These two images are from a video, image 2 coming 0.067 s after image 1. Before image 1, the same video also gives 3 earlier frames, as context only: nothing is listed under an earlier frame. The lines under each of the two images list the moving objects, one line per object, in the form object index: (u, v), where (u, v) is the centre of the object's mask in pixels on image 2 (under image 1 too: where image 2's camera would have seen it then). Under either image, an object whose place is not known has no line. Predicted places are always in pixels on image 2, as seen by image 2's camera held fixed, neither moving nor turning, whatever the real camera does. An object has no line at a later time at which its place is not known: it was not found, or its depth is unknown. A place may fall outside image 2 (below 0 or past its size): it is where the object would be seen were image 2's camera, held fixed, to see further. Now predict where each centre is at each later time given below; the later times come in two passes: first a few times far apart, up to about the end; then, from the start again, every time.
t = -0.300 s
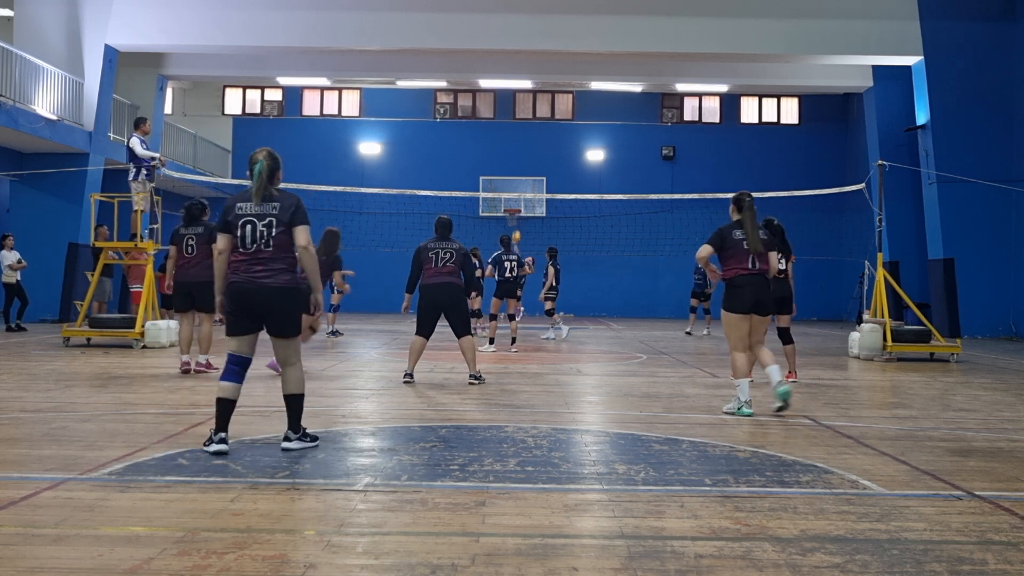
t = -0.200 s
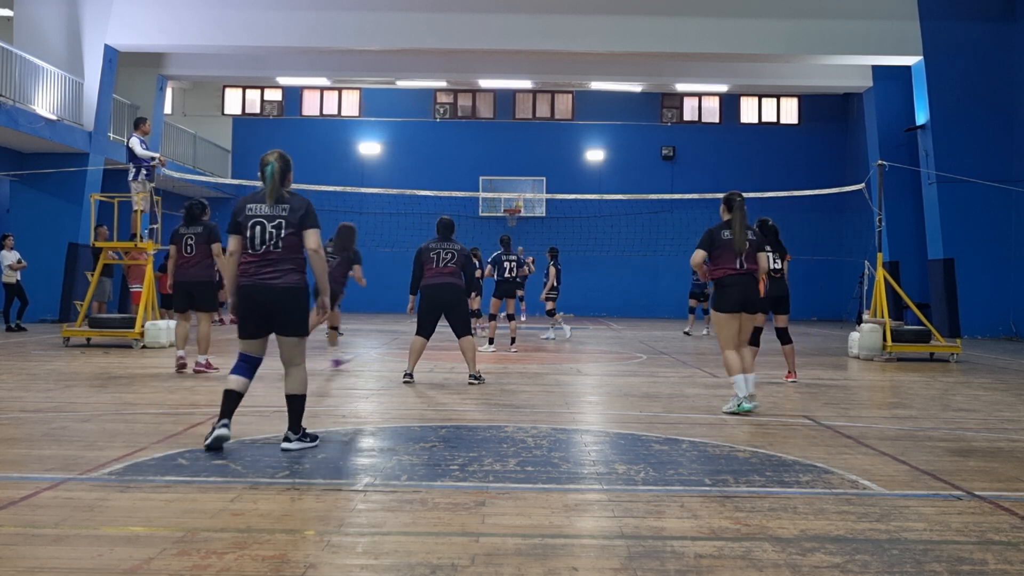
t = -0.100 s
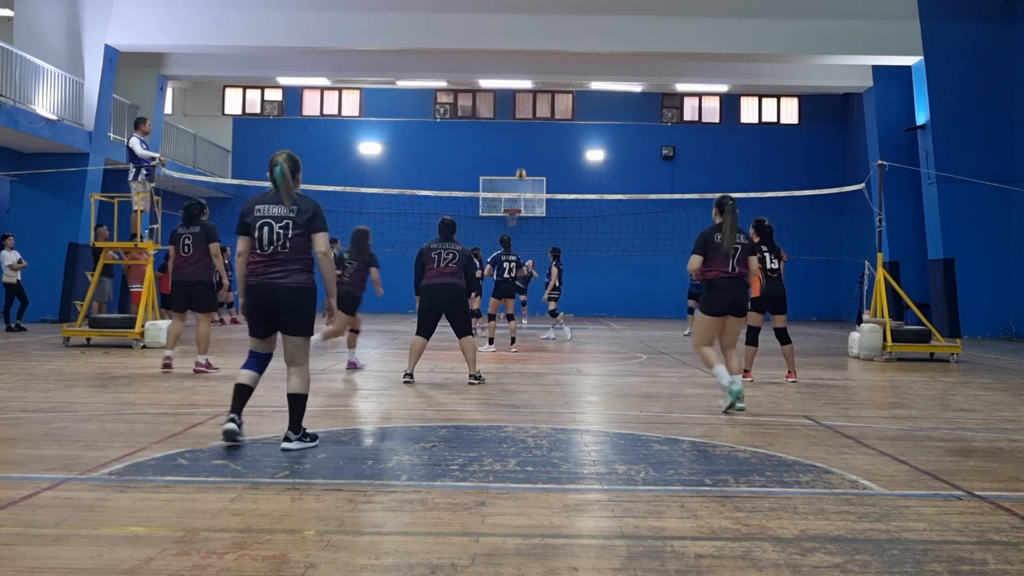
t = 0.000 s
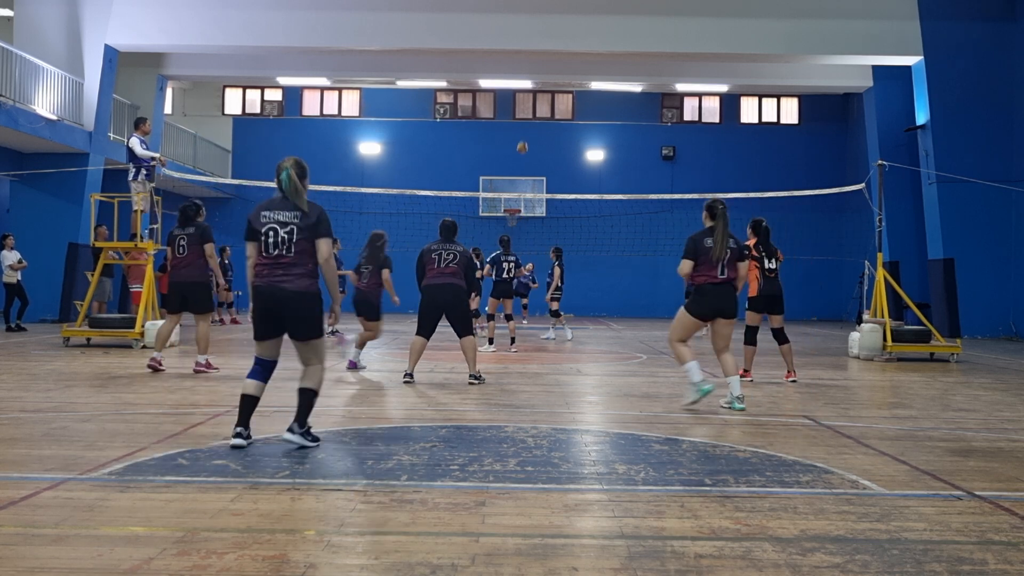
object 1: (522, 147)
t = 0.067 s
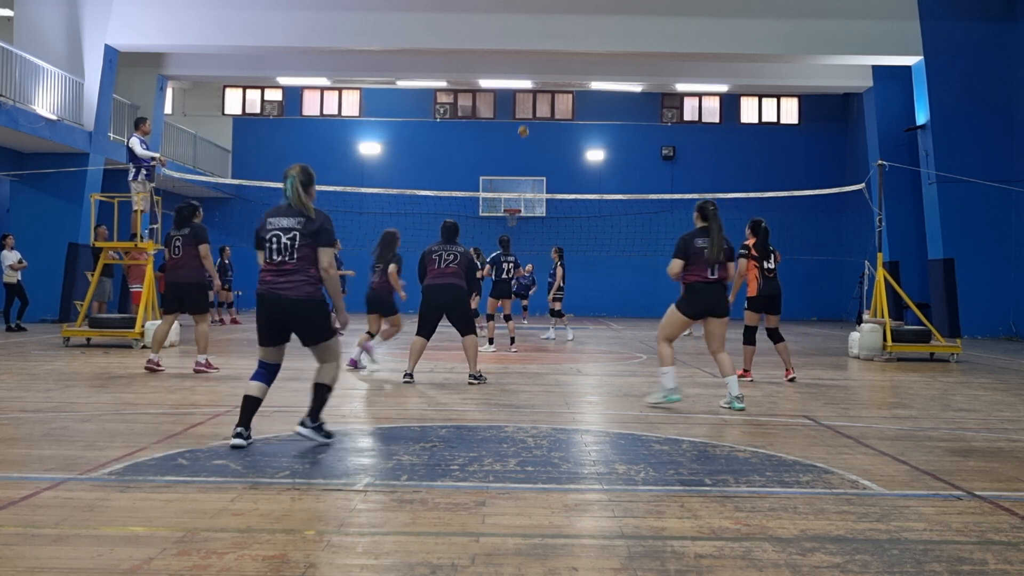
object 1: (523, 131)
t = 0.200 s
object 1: (525, 103)
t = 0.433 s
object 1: (532, 69)
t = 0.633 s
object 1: (539, 58)
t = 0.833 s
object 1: (548, 70)
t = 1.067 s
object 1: (563, 126)
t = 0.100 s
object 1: (523, 124)
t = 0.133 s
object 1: (524, 116)
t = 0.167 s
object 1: (525, 109)
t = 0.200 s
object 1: (525, 103)
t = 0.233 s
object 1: (525, 98)
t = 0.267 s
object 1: (527, 92)
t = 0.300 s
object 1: (528, 86)
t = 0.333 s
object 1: (529, 80)
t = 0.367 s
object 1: (530, 76)
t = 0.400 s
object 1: (531, 72)
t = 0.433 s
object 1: (532, 69)
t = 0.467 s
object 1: (533, 65)
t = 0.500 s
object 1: (534, 63)
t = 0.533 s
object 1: (535, 61)
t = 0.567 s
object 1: (537, 59)
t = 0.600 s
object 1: (538, 58)
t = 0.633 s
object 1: (539, 58)
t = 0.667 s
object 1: (540, 58)
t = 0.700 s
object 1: (542, 59)
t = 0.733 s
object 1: (543, 61)
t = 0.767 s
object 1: (545, 63)
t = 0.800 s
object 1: (546, 66)
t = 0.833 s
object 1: (548, 70)
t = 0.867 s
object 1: (550, 75)
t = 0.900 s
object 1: (552, 81)
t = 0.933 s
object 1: (554, 88)
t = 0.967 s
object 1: (556, 95)
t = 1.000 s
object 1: (558, 105)
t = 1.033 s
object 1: (560, 114)
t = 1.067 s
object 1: (563, 126)
